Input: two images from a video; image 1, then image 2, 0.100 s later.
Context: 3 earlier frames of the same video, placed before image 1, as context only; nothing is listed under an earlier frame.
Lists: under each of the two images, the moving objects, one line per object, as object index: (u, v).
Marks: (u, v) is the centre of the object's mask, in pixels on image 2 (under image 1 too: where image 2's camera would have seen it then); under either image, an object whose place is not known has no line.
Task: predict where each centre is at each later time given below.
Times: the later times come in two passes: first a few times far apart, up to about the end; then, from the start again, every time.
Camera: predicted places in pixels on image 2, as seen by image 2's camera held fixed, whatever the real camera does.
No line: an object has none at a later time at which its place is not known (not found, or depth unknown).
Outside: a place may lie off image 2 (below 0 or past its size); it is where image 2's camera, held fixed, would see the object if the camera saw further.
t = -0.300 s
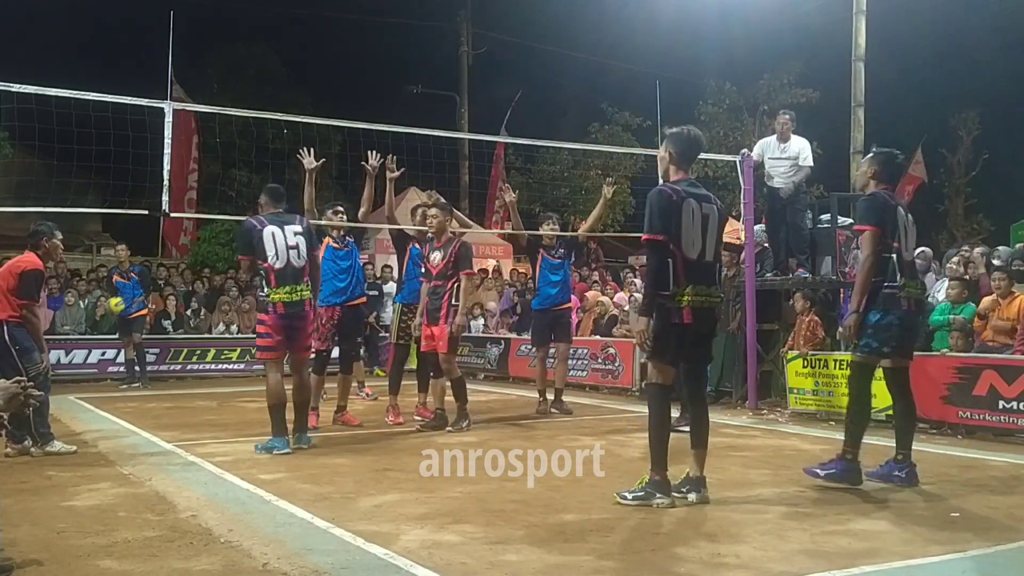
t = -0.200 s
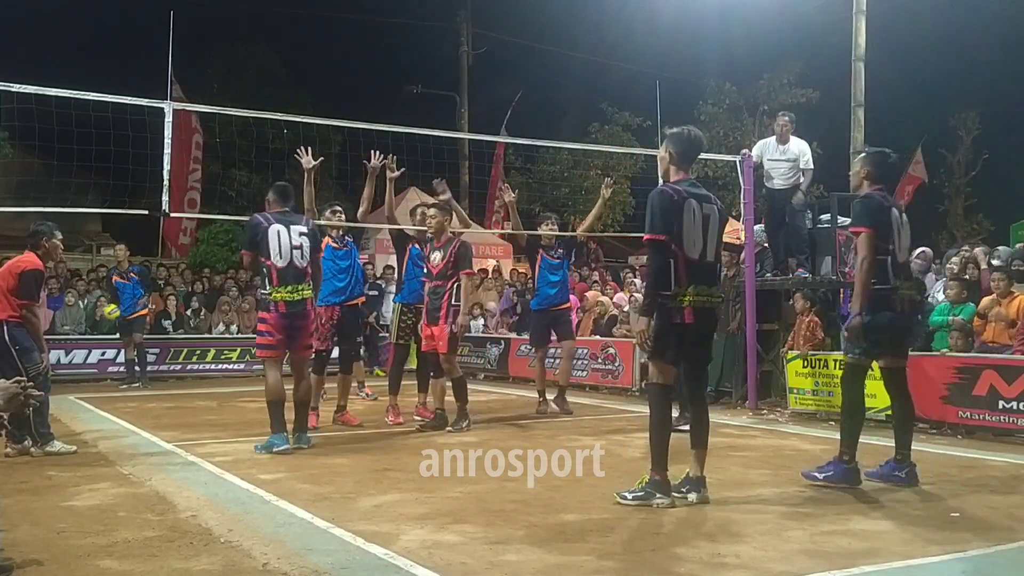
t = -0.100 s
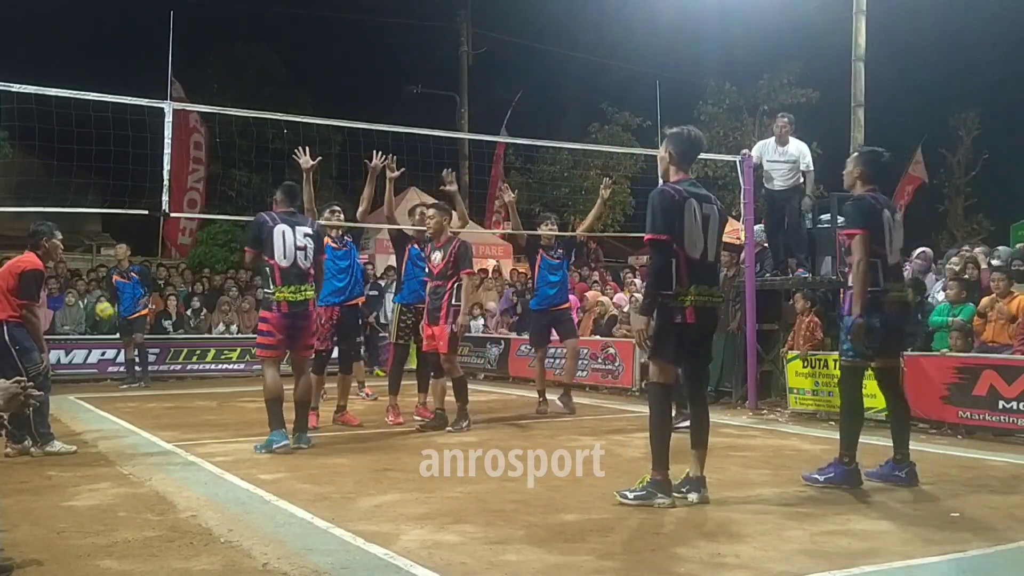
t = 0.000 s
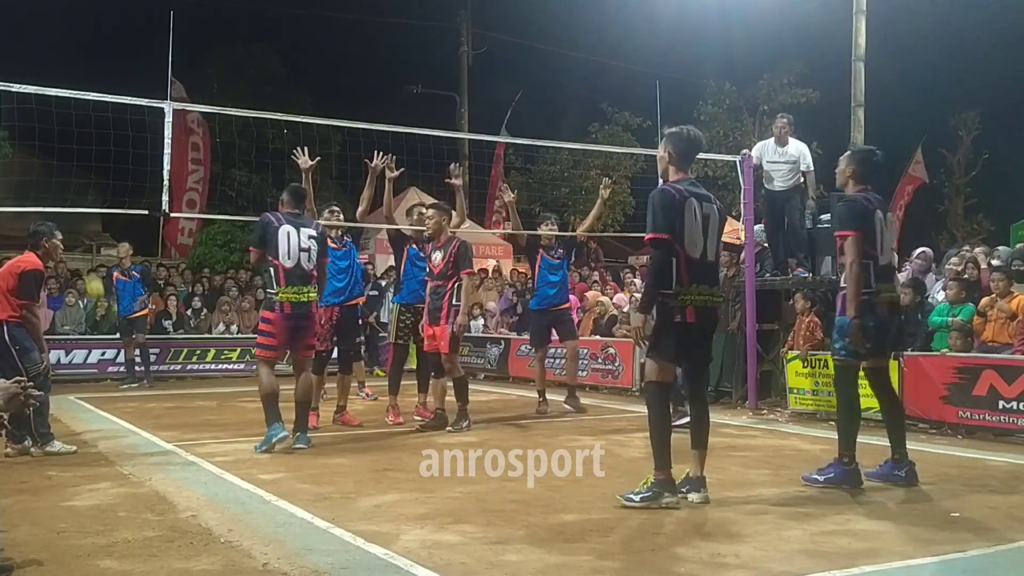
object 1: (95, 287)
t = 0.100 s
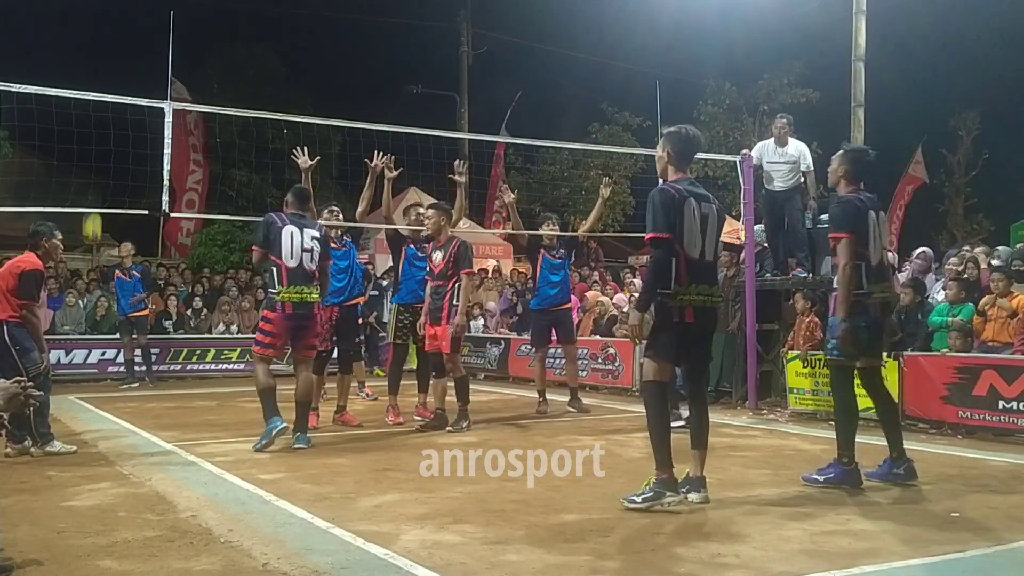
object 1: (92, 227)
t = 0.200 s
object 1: (94, 170)
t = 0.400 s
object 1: (97, 81)
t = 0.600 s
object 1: (98, 27)
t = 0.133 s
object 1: (93, 207)
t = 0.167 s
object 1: (94, 188)
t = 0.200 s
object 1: (94, 170)
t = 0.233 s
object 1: (95, 152)
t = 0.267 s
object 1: (96, 136)
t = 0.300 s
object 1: (96, 121)
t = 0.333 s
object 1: (96, 109)
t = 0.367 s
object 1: (97, 91)
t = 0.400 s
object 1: (97, 81)
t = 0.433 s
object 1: (98, 70)
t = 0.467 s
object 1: (98, 59)
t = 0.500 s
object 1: (98, 50)
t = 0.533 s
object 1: (98, 41)
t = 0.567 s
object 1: (98, 33)
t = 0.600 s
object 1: (98, 27)
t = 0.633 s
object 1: (98, 22)
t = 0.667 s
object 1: (98, 17)
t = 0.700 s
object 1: (98, 12)
